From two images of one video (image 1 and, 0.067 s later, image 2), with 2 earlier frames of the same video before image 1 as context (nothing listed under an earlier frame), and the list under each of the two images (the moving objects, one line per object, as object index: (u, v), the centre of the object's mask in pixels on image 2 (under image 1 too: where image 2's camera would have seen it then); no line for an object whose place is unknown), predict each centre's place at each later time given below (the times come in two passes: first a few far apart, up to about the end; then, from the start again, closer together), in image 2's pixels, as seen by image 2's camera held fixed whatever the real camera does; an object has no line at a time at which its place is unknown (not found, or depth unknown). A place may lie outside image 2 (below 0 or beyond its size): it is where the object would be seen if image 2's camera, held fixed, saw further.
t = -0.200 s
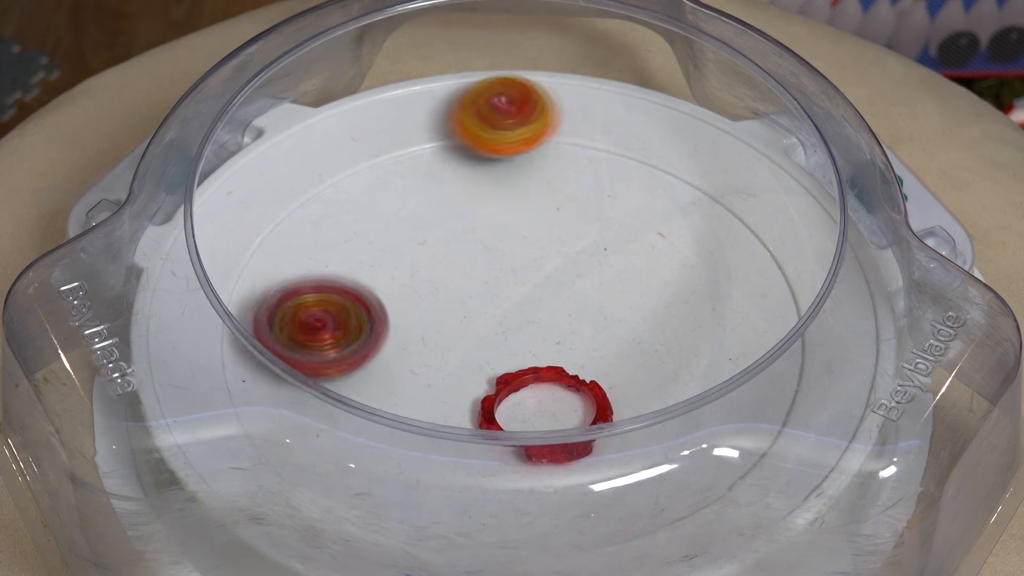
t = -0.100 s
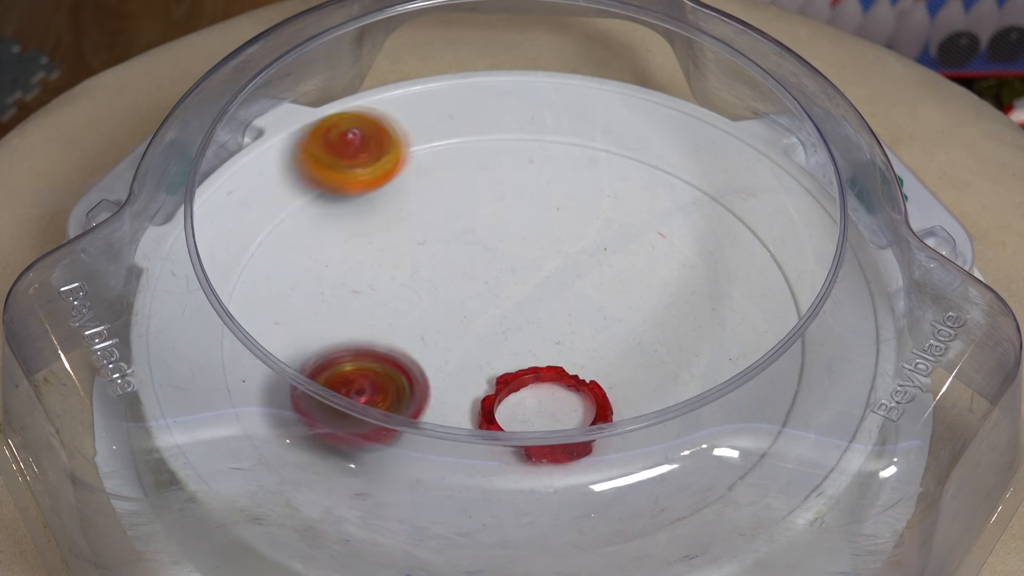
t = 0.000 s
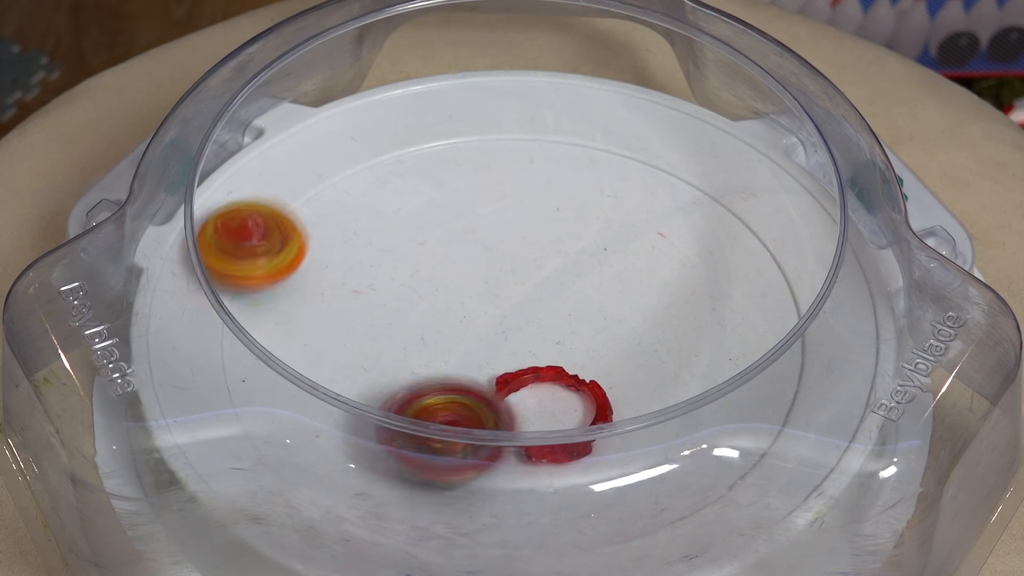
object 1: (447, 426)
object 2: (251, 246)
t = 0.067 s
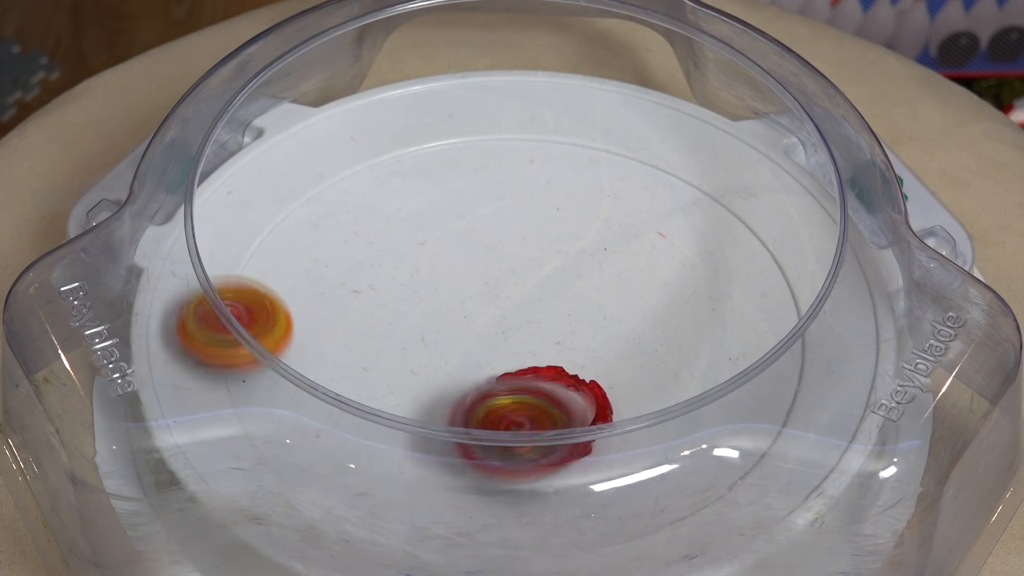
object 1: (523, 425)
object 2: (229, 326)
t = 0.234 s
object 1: (634, 355)
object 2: (413, 498)
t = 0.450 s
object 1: (566, 239)
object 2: (771, 407)
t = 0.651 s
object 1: (395, 290)
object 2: (709, 177)
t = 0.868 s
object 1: (442, 424)
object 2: (393, 149)
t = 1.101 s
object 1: (650, 390)
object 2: (243, 371)
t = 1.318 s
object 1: (613, 285)
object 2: (557, 510)
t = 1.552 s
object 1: (465, 293)
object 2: (787, 307)
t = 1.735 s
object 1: (452, 353)
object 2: (651, 145)
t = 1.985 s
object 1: (510, 360)
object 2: (310, 178)
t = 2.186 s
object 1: (527, 332)
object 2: (260, 402)
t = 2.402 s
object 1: (526, 312)
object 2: (583, 507)
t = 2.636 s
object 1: (514, 311)
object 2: (789, 299)
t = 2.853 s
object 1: (509, 315)
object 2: (596, 134)
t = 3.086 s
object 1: (519, 319)
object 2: (296, 224)
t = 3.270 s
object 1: (530, 320)
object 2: (290, 423)
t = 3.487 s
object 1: (534, 323)
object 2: (604, 499)
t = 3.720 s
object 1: (531, 323)
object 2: (775, 291)
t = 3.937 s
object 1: (527, 327)
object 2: (586, 141)
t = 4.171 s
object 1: (526, 331)
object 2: (295, 214)
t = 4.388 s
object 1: (521, 331)
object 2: (306, 437)
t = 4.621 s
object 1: (516, 330)
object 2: (652, 478)
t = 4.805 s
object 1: (514, 329)
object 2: (781, 314)
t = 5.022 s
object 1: (515, 327)
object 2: (630, 145)
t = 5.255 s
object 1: (517, 327)
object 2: (336, 194)
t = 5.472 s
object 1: (521, 320)
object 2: (290, 417)
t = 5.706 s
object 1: (526, 314)
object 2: (614, 493)
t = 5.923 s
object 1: (526, 315)
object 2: (777, 318)
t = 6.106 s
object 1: (526, 317)
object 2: (659, 174)
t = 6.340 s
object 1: (526, 318)
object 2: (366, 182)
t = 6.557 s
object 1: (530, 319)
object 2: (277, 375)
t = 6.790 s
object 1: (530, 324)
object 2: (558, 493)
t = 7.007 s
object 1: (528, 328)
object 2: (761, 341)
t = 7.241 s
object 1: (525, 329)
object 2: (631, 161)
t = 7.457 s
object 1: (521, 327)
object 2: (365, 190)
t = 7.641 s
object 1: (517, 325)
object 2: (290, 351)
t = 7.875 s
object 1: (517, 322)
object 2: (534, 494)
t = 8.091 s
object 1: (519, 317)
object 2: (752, 364)
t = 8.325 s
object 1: (523, 317)
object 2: (649, 185)
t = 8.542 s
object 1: (523, 317)
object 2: (390, 188)
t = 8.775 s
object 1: (526, 319)
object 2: (298, 371)
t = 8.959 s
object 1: (528, 322)
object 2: (490, 486)
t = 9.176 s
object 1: (527, 327)
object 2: (729, 378)
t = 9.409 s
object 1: (527, 327)
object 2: (668, 194)
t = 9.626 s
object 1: (522, 327)
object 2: (423, 177)
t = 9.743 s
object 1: (518, 327)
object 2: (323, 251)
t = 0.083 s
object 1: (534, 421)
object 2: (236, 349)
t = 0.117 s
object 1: (563, 416)
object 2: (251, 397)
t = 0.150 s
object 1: (586, 395)
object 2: (286, 431)
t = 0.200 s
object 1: (622, 374)
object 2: (359, 477)
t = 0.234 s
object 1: (634, 355)
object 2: (413, 498)
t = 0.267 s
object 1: (637, 332)
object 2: (479, 508)
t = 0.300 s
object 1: (639, 310)
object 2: (544, 509)
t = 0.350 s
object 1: (627, 280)
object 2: (633, 492)
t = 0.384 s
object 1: (612, 264)
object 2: (687, 465)
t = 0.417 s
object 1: (593, 250)
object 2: (734, 437)
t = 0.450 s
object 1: (566, 239)
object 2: (771, 407)
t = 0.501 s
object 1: (522, 233)
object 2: (785, 337)
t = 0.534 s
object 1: (492, 234)
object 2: (777, 293)
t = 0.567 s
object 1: (461, 240)
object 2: (778, 256)
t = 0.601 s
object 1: (434, 251)
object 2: (758, 221)
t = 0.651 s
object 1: (395, 290)
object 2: (709, 177)
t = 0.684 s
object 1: (376, 317)
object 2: (668, 153)
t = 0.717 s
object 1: (367, 343)
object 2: (622, 135)
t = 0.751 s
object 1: (374, 361)
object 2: (570, 136)
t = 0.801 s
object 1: (390, 395)
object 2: (488, 126)
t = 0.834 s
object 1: (415, 416)
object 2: (441, 135)
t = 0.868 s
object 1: (442, 424)
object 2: (393, 149)
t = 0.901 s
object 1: (477, 444)
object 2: (349, 168)
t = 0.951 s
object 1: (532, 444)
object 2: (292, 207)
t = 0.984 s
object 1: (565, 444)
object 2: (263, 239)
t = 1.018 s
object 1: (596, 439)
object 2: (252, 270)
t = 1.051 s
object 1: (617, 420)
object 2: (236, 310)
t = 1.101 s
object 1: (650, 390)
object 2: (243, 371)
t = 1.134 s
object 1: (658, 369)
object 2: (266, 412)
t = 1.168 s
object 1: (667, 353)
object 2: (305, 444)
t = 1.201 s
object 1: (661, 334)
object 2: (351, 472)
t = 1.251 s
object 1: (646, 308)
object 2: (437, 502)
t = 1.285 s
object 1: (629, 295)
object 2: (497, 510)
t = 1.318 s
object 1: (613, 285)
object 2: (557, 510)
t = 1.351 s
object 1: (591, 277)
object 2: (615, 499)
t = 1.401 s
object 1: (564, 273)
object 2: (691, 465)
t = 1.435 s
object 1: (540, 275)
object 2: (732, 438)
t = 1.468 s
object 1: (517, 277)
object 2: (767, 409)
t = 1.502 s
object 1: (492, 281)
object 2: (783, 367)
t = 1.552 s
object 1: (465, 293)
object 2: (787, 307)
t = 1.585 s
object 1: (451, 303)
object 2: (779, 271)
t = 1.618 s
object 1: (445, 316)
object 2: (765, 236)
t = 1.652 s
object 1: (441, 329)
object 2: (741, 205)
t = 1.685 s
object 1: (444, 341)
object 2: (709, 177)
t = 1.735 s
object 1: (452, 353)
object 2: (651, 145)
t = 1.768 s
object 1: (461, 359)
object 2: (606, 130)
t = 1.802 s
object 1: (467, 363)
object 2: (559, 121)
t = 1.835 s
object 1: (476, 366)
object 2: (510, 117)
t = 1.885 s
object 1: (488, 368)
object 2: (438, 124)
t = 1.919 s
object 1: (499, 367)
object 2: (392, 135)
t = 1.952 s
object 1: (504, 364)
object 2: (348, 153)
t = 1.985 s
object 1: (510, 360)
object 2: (310, 178)
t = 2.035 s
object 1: (515, 353)
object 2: (266, 223)
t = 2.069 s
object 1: (519, 348)
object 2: (251, 259)
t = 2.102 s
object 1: (522, 344)
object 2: (239, 297)
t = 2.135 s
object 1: (524, 338)
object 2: (238, 339)
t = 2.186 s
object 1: (527, 332)
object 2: (260, 402)
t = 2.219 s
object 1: (527, 327)
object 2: (296, 433)
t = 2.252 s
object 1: (529, 324)
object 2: (337, 461)
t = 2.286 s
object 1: (528, 320)
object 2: (386, 486)
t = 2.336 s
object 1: (529, 316)
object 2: (467, 507)
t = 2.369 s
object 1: (527, 315)
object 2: (526, 510)
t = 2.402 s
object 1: (526, 312)
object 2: (583, 507)
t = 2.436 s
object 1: (525, 312)
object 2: (636, 493)
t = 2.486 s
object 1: (522, 311)
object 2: (705, 457)
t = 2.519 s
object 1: (521, 310)
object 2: (746, 429)
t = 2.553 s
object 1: (518, 310)
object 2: (777, 399)
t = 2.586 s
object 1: (518, 310)
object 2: (785, 356)
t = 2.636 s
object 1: (514, 311)
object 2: (789, 299)
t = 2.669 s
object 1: (512, 311)
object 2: (779, 264)
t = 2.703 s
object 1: (512, 312)
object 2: (762, 230)
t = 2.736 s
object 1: (510, 313)
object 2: (736, 200)
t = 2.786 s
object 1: (510, 314)
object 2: (684, 163)
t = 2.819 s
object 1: (509, 316)
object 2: (642, 146)
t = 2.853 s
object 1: (509, 315)
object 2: (596, 134)
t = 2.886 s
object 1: (509, 317)
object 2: (546, 129)
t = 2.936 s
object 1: (510, 318)
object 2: (473, 134)
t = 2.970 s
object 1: (512, 318)
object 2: (427, 144)
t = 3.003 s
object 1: (512, 319)
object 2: (384, 160)
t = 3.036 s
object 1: (515, 318)
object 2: (343, 183)
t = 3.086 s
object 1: (519, 319)
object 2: (296, 224)
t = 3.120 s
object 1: (519, 319)
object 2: (273, 257)
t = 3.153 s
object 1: (523, 319)
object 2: (266, 289)
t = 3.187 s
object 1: (524, 320)
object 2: (259, 328)
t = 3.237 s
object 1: (526, 320)
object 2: (269, 386)
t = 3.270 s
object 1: (530, 320)
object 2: (290, 423)
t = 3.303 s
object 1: (529, 321)
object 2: (325, 451)
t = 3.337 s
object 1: (532, 321)
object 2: (369, 475)
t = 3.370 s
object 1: (532, 322)
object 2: (415, 496)
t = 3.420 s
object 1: (533, 322)
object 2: (496, 511)
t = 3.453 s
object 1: (534, 322)
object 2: (550, 509)
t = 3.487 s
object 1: (534, 323)
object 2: (604, 499)
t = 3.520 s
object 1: (533, 322)
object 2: (653, 484)
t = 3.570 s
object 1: (534, 322)
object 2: (721, 448)
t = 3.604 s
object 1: (533, 323)
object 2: (754, 420)
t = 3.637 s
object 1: (532, 322)
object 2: (784, 390)
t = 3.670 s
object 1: (532, 323)
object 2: (787, 350)
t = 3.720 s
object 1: (531, 323)
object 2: (775, 291)
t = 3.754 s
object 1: (530, 323)
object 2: (772, 261)
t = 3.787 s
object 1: (531, 324)
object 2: (752, 230)
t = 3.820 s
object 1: (529, 325)
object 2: (725, 203)
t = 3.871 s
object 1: (528, 325)
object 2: (672, 169)
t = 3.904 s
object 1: (530, 326)
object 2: (631, 152)
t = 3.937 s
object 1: (527, 327)
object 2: (586, 141)
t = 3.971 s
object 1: (528, 327)
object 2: (540, 135)
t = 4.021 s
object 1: (528, 328)
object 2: (470, 137)
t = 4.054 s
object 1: (527, 330)
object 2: (425, 145)
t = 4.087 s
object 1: (526, 330)
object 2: (383, 158)
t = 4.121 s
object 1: (527, 330)
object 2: (344, 177)
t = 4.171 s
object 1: (526, 331)
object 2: (295, 214)
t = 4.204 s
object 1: (524, 331)
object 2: (271, 244)
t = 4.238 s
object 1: (525, 331)
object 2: (260, 276)
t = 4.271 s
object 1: (523, 332)
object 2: (251, 312)
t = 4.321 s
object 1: (521, 332)
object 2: (258, 368)
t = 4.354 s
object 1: (521, 331)
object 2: (272, 409)
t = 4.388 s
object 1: (521, 331)
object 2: (306, 437)
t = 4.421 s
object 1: (519, 331)
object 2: (347, 461)
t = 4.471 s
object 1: (518, 331)
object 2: (418, 490)
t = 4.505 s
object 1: (519, 331)
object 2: (470, 500)
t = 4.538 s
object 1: (517, 331)
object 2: (524, 503)
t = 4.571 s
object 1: (516, 330)
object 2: (577, 498)
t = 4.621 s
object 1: (516, 330)
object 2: (652, 478)
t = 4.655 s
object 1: (516, 330)
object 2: (695, 457)
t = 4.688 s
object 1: (514, 330)
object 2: (732, 432)
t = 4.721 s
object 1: (515, 329)
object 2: (762, 408)
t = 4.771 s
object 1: (515, 329)
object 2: (776, 344)
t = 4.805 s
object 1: (514, 329)
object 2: (781, 314)
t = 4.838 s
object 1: (513, 328)
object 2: (776, 279)
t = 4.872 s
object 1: (514, 328)
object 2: (768, 248)
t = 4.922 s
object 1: (515, 327)
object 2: (736, 205)
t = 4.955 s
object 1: (514, 328)
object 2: (706, 181)
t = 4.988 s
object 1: (513, 327)
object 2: (671, 161)
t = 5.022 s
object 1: (515, 327)
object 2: (630, 145)
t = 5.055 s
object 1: (514, 327)
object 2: (587, 136)
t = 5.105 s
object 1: (514, 327)
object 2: (520, 132)
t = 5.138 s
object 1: (514, 327)
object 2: (474, 137)
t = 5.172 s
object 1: (516, 327)
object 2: (430, 146)
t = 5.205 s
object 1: (516, 327)
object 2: (390, 161)
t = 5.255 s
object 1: (517, 327)
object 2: (336, 194)
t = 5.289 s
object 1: (517, 326)
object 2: (307, 221)
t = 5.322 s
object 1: (518, 325)
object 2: (285, 252)
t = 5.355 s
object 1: (518, 325)
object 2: (274, 284)
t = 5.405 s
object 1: (519, 324)
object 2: (271, 337)
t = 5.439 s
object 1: (519, 322)
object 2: (278, 375)
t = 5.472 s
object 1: (521, 320)
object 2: (290, 417)
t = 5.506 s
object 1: (521, 320)
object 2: (325, 443)
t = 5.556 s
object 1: (523, 318)
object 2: (387, 474)
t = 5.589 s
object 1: (522, 317)
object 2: (433, 491)
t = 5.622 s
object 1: (523, 315)
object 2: (484, 501)
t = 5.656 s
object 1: (525, 315)
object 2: (535, 504)
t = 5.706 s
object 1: (526, 314)
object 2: (614, 493)
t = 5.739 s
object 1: (526, 315)
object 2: (659, 477)
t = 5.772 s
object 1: (526, 314)
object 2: (701, 457)
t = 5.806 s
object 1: (528, 314)
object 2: (735, 433)
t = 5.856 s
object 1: (528, 314)
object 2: (768, 385)
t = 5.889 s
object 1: (528, 315)
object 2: (781, 355)
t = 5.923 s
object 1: (526, 315)
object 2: (777, 318)
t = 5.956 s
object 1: (527, 315)
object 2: (771, 285)
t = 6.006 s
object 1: (527, 316)
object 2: (750, 242)
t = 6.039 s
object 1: (528, 316)
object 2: (726, 216)
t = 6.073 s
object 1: (526, 317)
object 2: (694, 192)
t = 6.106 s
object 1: (526, 317)
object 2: (659, 174)
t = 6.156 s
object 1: (525, 318)
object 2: (597, 155)
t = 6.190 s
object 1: (526, 317)
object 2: (555, 148)
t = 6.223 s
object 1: (527, 317)
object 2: (510, 147)
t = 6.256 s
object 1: (526, 318)
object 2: (466, 151)
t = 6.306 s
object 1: (527, 318)
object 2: (405, 165)
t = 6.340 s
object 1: (526, 318)
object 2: (366, 182)
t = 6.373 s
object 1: (527, 317)
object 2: (332, 203)
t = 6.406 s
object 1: (529, 318)
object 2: (303, 229)
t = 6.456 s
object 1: (529, 318)
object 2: (274, 273)
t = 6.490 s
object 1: (530, 319)
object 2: (273, 301)
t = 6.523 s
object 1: (529, 319)
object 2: (269, 337)
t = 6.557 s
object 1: (530, 319)
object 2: (277, 375)
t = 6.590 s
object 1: (531, 320)
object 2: (290, 416)
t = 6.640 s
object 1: (532, 320)
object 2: (344, 452)
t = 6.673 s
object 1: (532, 321)
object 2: (386, 471)
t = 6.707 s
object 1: (530, 323)
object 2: (435, 485)
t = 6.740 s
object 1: (530, 323)
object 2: (484, 494)
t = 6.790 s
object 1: (530, 324)
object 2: (558, 493)
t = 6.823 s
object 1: (530, 324)
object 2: (608, 485)
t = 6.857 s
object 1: (531, 325)
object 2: (652, 469)
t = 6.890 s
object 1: (530, 326)
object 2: (692, 450)
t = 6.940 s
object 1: (530, 326)
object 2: (737, 407)
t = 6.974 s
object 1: (528, 328)
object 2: (755, 377)
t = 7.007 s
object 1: (528, 328)
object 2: (761, 341)
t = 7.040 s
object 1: (528, 328)
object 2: (760, 307)
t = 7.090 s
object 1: (527, 329)
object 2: (754, 263)
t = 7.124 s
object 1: (528, 329)
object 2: (737, 234)
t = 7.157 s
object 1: (528, 329)
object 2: (714, 208)
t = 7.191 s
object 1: (526, 330)
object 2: (684, 186)
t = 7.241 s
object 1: (525, 329)
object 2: (631, 161)
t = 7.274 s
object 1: (523, 329)
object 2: (590, 151)
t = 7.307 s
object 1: (522, 329)
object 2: (547, 146)
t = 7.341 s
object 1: (522, 328)
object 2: (504, 146)
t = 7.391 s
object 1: (520, 328)
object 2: (441, 157)
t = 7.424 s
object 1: (521, 328)
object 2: (401, 171)
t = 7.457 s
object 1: (521, 327)
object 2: (365, 190)
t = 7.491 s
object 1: (519, 328)
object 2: (335, 213)
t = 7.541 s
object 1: (519, 327)
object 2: (300, 256)
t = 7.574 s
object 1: (517, 327)
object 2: (287, 288)
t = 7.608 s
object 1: (517, 326)
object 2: (290, 316)
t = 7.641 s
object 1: (517, 325)
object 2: (290, 351)
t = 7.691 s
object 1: (515, 325)
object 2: (311, 403)
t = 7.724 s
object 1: (515, 324)
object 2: (337, 440)
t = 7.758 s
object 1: (517, 323)
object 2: (375, 459)
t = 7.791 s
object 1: (517, 323)
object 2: (416, 475)
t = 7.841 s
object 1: (517, 322)
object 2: (486, 491)
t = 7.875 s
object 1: (517, 322)
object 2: (534, 494)
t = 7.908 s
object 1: (516, 322)
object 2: (581, 489)
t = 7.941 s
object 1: (516, 320)
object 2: (627, 479)
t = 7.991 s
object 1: (517, 320)
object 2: (688, 454)
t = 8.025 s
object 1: (517, 319)
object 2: (723, 432)
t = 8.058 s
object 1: (517, 318)
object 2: (743, 402)
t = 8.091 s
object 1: (519, 317)
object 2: (752, 364)
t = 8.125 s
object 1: (520, 317)
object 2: (760, 335)
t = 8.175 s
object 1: (520, 317)
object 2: (758, 291)
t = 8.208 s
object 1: (521, 317)
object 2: (745, 262)
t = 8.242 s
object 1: (522, 317)
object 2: (725, 236)
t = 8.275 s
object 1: (521, 318)
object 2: (699, 213)
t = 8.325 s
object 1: (523, 317)
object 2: (649, 185)
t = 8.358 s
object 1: (523, 317)
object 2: (611, 172)
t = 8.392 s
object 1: (522, 317)
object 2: (571, 164)
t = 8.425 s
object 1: (523, 317)
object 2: (529, 161)
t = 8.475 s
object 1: (523, 318)
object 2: (467, 165)
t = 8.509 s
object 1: (523, 318)
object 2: (427, 174)
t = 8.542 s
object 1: (523, 317)
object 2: (390, 188)
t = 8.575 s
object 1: (525, 317)
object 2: (356, 205)
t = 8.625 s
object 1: (524, 318)
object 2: (315, 241)
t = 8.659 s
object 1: (525, 318)
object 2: (295, 268)
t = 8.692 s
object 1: (526, 318)
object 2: (286, 298)
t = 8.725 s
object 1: (527, 318)
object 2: (291, 324)
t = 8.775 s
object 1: (526, 319)
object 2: (298, 371)
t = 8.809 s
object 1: (528, 318)
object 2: (313, 409)
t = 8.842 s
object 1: (528, 319)
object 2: (337, 441)
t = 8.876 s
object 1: (528, 320)
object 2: (377, 459)
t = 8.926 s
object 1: (528, 320)
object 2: (443, 480)
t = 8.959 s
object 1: (528, 322)
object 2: (490, 486)
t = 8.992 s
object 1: (528, 323)
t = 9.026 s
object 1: (527, 324)
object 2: (584, 482)
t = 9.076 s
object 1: (528, 324)
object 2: (647, 463)
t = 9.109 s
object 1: (528, 326)
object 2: (687, 445)
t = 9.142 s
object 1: (527, 326)
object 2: (712, 414)
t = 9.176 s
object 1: (527, 327)
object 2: (729, 378)
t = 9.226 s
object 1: (529, 326)
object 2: (739, 332)
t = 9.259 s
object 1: (528, 327)
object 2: (747, 307)
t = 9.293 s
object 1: (528, 327)
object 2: (741, 278)
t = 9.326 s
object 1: (528, 327)
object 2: (728, 251)
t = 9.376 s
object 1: (529, 327)
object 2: (696, 214)
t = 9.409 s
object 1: (527, 327)
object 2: (668, 194)
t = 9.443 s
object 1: (527, 327)
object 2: (635, 178)
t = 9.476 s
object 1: (526, 326)
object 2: (599, 166)
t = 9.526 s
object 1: (526, 327)
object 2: (540, 158)
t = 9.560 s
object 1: (524, 326)
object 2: (500, 159)
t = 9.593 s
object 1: (523, 326)
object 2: (460, 165)
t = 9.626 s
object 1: (522, 327)
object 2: (423, 177)
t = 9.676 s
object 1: (521, 327)
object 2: (372, 203)
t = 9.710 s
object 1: (519, 327)
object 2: (345, 225)
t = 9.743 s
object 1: (518, 327)
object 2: (323, 251)
